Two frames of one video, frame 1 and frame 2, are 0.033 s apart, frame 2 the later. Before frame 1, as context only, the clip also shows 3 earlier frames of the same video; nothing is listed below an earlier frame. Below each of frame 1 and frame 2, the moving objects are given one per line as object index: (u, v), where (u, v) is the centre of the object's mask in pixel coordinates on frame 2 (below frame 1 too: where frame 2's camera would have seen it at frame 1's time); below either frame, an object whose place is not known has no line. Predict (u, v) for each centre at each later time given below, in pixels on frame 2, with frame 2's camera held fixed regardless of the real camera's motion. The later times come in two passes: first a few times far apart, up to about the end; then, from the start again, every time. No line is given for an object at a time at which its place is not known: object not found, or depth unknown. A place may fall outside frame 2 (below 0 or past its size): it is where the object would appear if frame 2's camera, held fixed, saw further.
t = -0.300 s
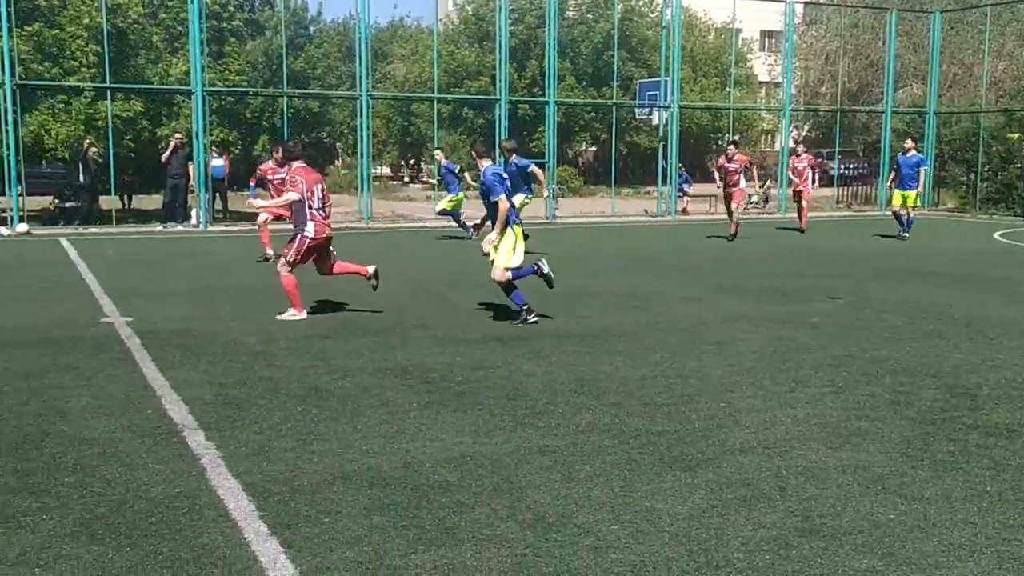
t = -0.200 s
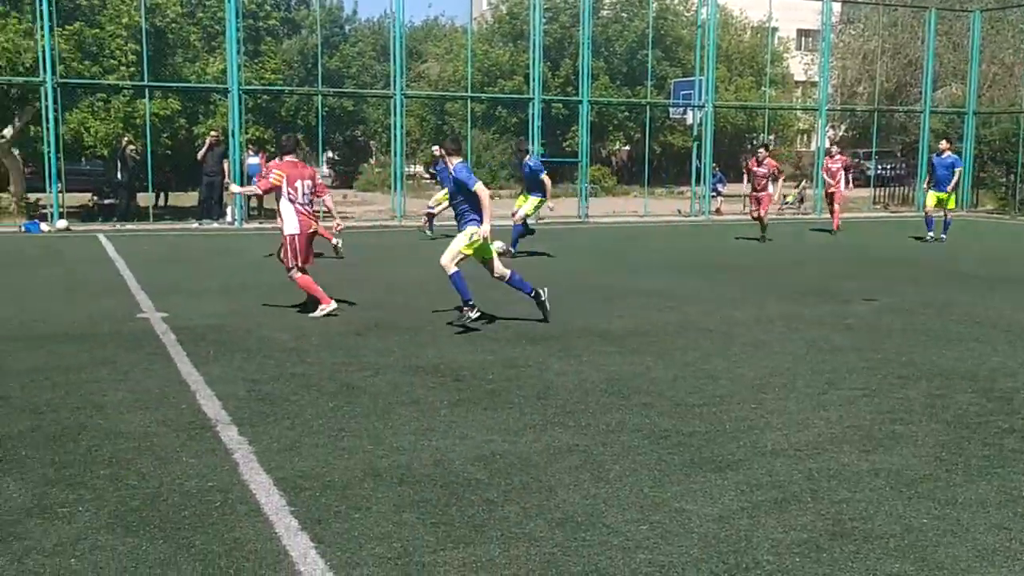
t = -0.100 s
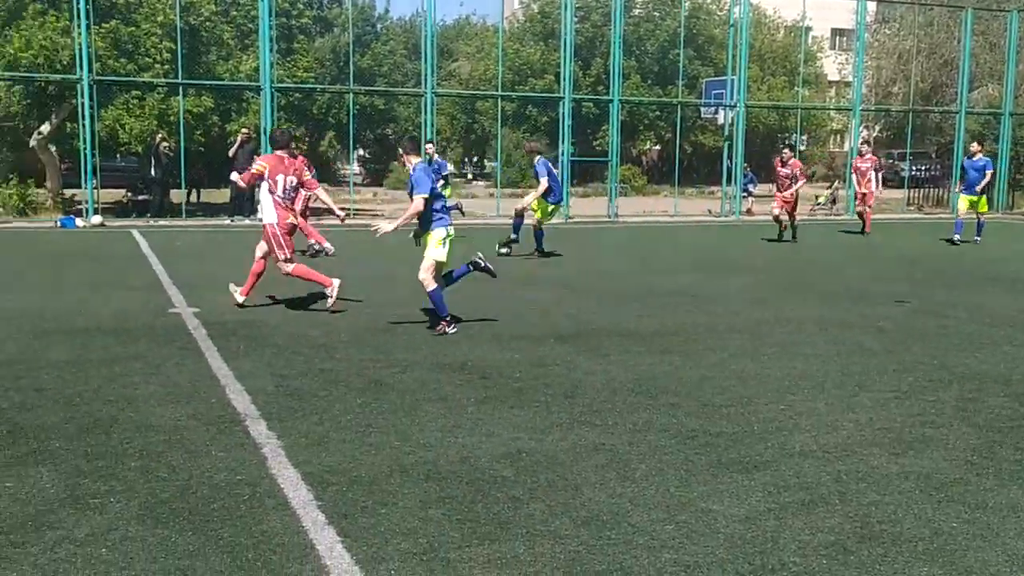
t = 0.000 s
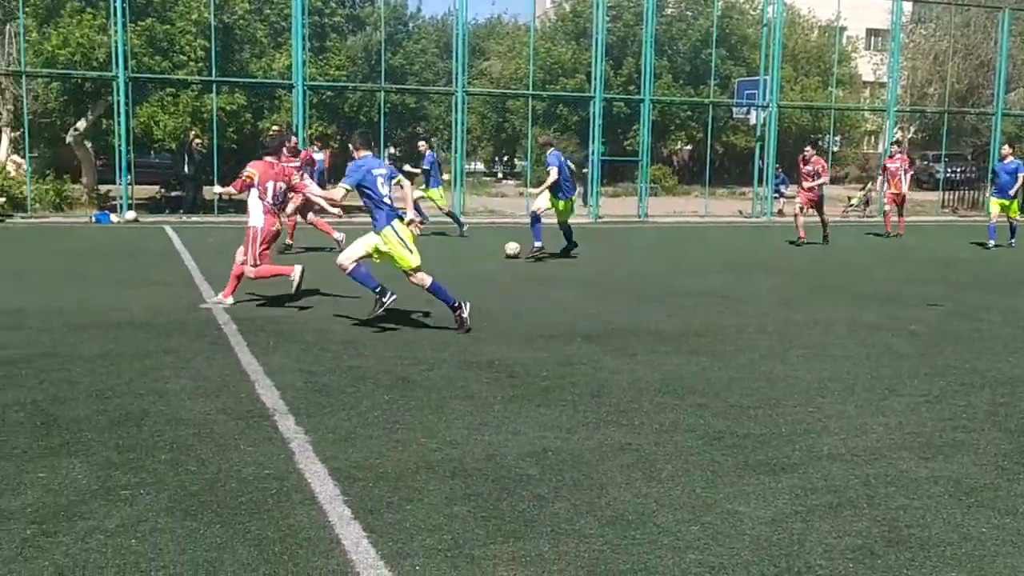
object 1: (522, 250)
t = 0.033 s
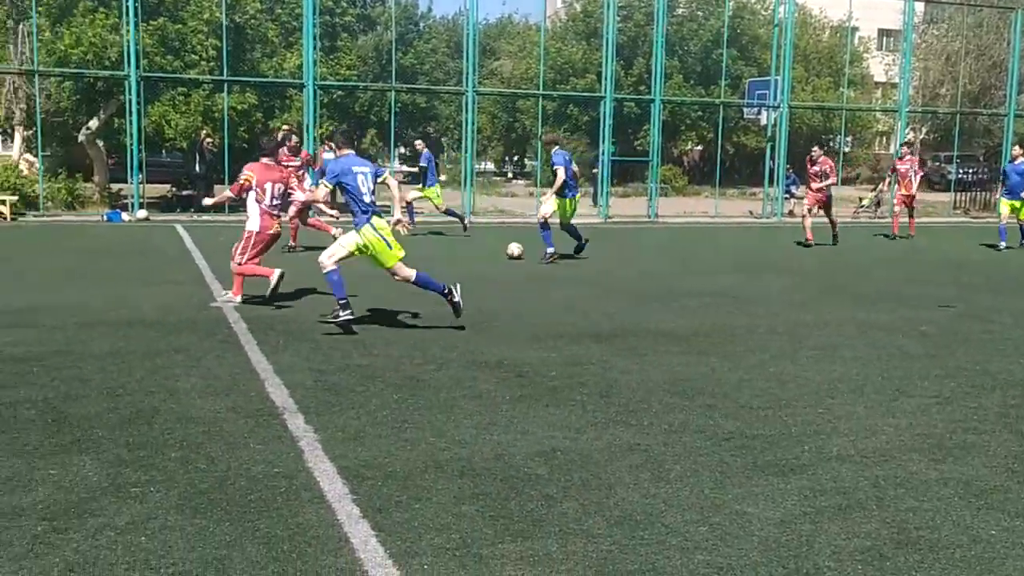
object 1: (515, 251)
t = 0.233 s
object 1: (469, 257)
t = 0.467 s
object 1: (409, 266)
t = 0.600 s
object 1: (370, 271)
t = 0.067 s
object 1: (507, 251)
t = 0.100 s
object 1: (500, 252)
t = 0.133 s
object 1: (492, 253)
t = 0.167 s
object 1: (485, 256)
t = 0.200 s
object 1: (477, 256)
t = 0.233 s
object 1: (469, 257)
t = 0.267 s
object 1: (461, 259)
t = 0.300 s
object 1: (453, 261)
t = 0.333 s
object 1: (444, 262)
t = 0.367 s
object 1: (435, 263)
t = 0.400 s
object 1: (427, 265)
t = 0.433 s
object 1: (418, 265)
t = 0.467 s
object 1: (409, 266)
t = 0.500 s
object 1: (399, 268)
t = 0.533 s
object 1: (390, 269)
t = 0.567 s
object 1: (380, 270)
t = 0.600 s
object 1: (370, 271)
